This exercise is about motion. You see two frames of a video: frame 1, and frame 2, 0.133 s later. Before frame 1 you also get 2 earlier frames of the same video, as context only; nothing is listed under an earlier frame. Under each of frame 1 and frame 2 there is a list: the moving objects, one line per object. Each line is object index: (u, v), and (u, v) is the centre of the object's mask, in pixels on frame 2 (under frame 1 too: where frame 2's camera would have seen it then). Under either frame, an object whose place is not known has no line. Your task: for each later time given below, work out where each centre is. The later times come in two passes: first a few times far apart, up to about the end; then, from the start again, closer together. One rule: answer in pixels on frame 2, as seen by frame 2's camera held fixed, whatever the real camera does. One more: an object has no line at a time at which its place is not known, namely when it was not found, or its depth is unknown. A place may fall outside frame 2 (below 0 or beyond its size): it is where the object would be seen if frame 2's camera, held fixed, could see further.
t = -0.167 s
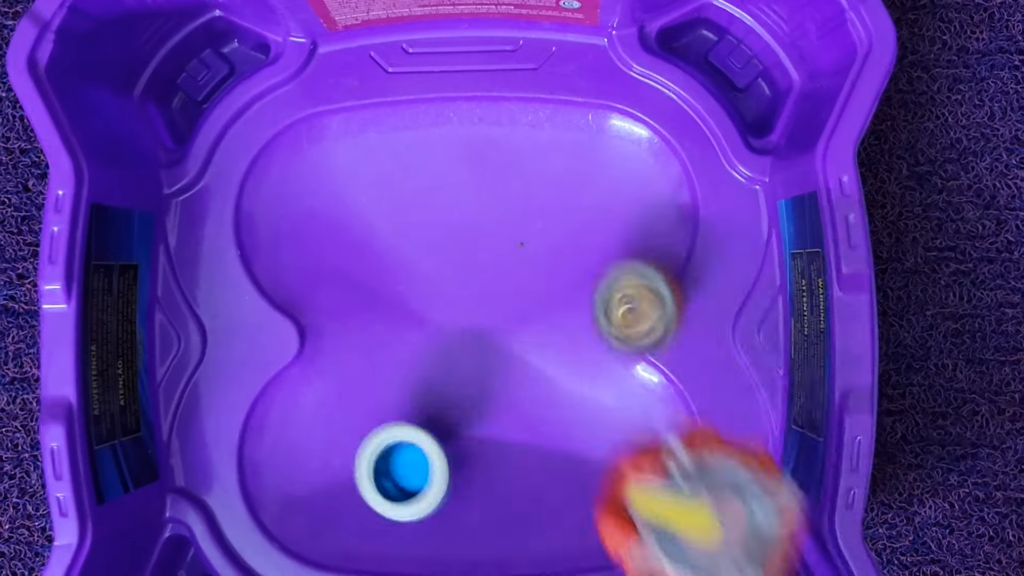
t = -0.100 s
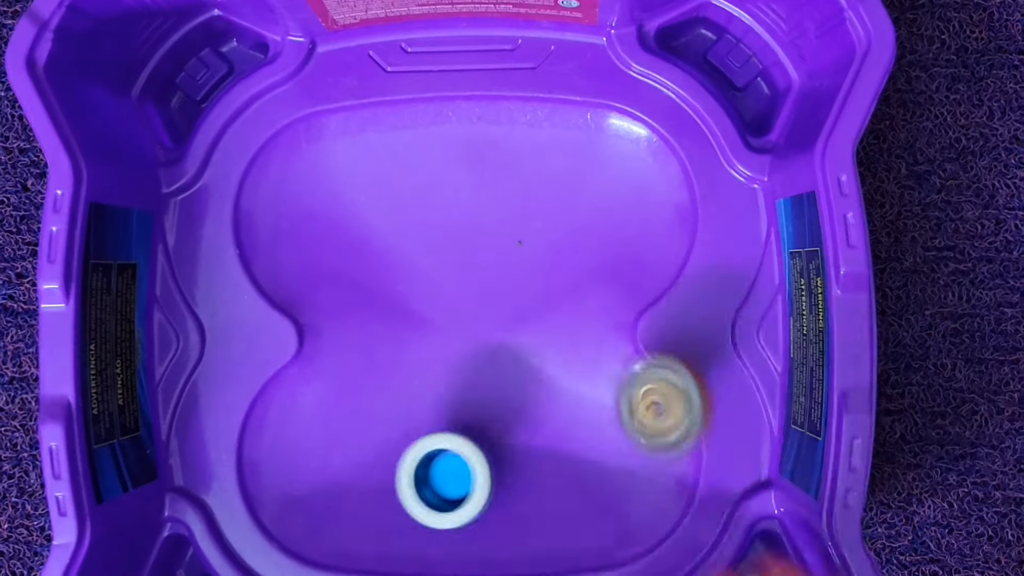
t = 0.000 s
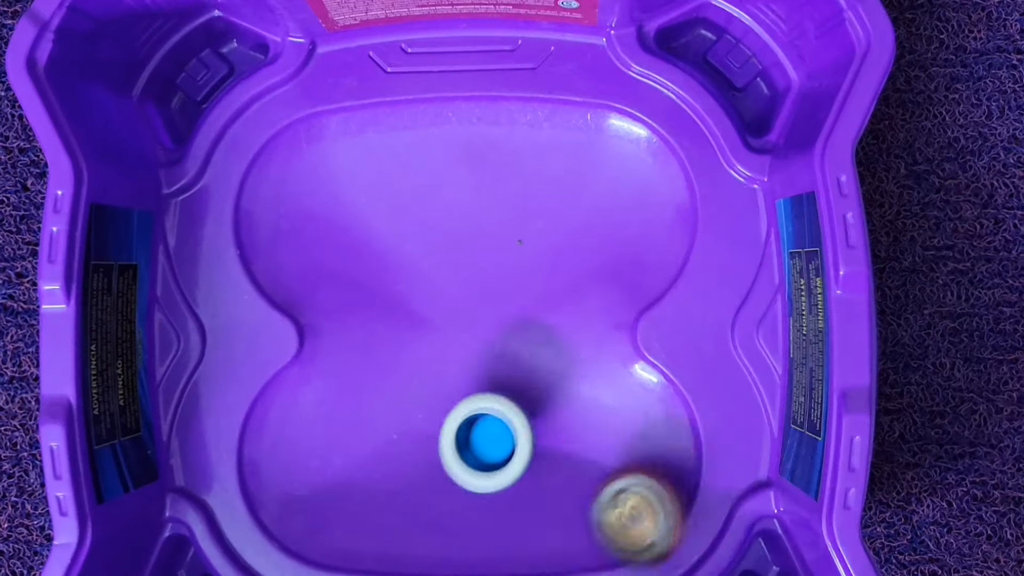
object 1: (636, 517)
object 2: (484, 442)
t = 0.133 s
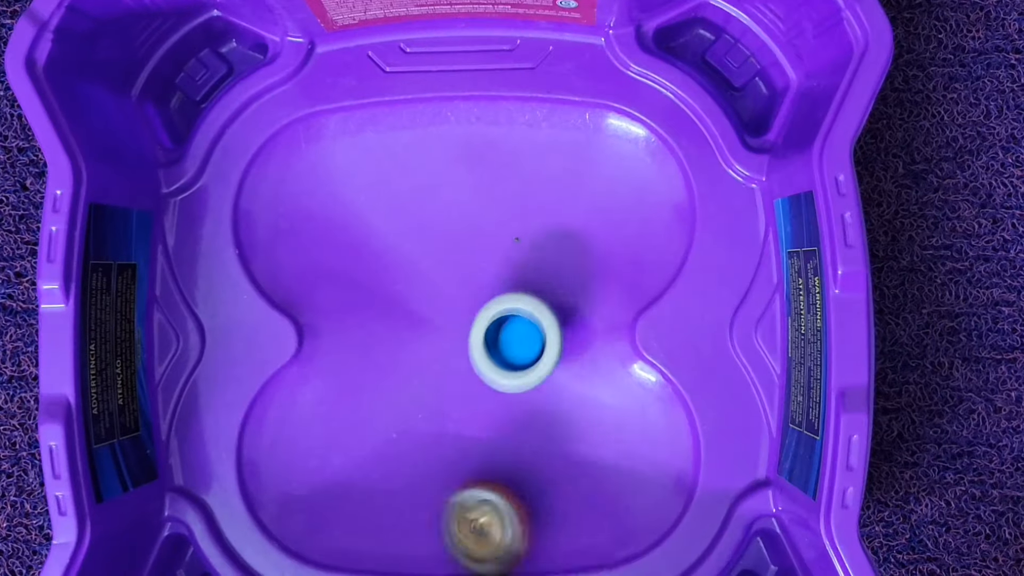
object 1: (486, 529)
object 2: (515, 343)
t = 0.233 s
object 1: (389, 487)
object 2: (522, 278)
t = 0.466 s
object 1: (309, 426)
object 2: (575, 173)
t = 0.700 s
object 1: (480, 512)
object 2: (628, 256)
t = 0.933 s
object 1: (662, 499)
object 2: (399, 298)
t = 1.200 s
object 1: (428, 321)
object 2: (298, 147)
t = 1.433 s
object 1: (343, 410)
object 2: (486, 192)
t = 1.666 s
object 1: (476, 550)
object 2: (556, 333)
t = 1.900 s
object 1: (631, 386)
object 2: (375, 427)
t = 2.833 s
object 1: (331, 255)
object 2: (377, 466)
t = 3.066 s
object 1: (493, 306)
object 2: (330, 415)
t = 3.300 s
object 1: (502, 188)
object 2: (513, 395)
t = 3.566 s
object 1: (384, 285)
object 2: (562, 483)
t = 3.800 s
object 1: (525, 397)
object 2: (441, 481)
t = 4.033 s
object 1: (520, 324)
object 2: (383, 392)
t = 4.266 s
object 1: (518, 296)
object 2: (433, 362)
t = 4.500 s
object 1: (556, 210)
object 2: (378, 415)
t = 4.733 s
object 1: (510, 271)
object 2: (428, 372)
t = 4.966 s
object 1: (617, 186)
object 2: (323, 490)
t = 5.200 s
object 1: (547, 226)
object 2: (342, 412)
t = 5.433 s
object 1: (546, 304)
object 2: (510, 402)
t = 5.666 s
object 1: (456, 331)
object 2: (550, 457)
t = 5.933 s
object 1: (364, 445)
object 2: (481, 464)
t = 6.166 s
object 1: (389, 473)
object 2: (503, 425)
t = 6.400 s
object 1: (387, 377)
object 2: (581, 408)
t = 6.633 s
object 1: (413, 377)
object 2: (576, 479)
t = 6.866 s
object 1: (498, 318)
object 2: (557, 396)
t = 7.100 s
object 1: (555, 236)
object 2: (540, 421)
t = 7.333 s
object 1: (539, 201)
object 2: (544, 400)
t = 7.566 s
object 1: (513, 268)
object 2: (498, 364)
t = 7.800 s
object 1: (525, 297)
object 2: (424, 345)
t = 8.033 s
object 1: (504, 312)
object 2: (390, 244)
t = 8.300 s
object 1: (451, 341)
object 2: (447, 235)
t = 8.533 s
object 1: (428, 400)
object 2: (464, 279)
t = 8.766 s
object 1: (435, 422)
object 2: (389, 323)
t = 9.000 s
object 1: (447, 394)
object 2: (384, 241)
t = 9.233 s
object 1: (430, 384)
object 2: (428, 245)
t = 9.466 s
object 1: (402, 397)
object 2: (501, 280)
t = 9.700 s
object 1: (397, 405)
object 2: (483, 363)
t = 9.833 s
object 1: (390, 407)
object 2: (507, 386)
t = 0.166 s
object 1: (451, 516)
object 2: (522, 321)
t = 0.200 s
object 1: (418, 502)
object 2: (524, 299)
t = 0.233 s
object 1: (389, 487)
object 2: (522, 278)
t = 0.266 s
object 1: (362, 472)
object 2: (522, 255)
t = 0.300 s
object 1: (337, 456)
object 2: (525, 233)
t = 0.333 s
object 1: (317, 442)
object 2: (529, 216)
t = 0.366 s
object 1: (301, 430)
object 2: (537, 201)
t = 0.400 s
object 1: (291, 423)
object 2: (547, 189)
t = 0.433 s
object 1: (297, 424)
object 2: (560, 179)
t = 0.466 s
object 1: (309, 426)
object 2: (575, 173)
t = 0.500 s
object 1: (327, 434)
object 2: (593, 172)
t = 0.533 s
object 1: (349, 445)
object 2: (611, 176)
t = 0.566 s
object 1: (374, 458)
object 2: (627, 185)
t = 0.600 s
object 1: (400, 472)
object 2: (638, 199)
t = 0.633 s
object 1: (426, 485)
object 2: (642, 217)
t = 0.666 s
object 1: (453, 499)
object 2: (639, 237)
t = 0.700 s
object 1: (480, 512)
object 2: (628, 256)
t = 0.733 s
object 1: (507, 524)
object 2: (608, 272)
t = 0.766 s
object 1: (535, 536)
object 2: (580, 284)
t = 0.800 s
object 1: (562, 542)
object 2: (546, 293)
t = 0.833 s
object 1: (592, 544)
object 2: (507, 300)
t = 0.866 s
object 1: (620, 540)
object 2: (469, 302)
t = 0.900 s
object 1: (645, 525)
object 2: (433, 302)
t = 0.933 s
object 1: (662, 499)
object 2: (399, 298)
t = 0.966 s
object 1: (672, 462)
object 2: (369, 291)
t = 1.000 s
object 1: (665, 420)
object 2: (344, 280)
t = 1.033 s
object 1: (639, 385)
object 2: (325, 265)
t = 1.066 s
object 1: (604, 360)
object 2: (310, 245)
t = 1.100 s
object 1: (562, 340)
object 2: (298, 222)
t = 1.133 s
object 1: (517, 329)
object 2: (292, 196)
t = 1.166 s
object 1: (471, 323)
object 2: (292, 170)
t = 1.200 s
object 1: (428, 321)
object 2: (298, 147)
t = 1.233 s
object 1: (388, 325)
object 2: (310, 131)
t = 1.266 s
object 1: (354, 330)
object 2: (330, 125)
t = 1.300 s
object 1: (328, 340)
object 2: (357, 128)
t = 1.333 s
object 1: (324, 355)
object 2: (389, 139)
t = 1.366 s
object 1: (326, 371)
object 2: (423, 155)
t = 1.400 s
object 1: (333, 387)
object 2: (455, 173)
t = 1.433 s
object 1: (343, 410)
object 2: (486, 192)
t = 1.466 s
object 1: (353, 436)
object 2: (515, 212)
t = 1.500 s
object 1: (362, 467)
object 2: (540, 233)
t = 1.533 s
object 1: (372, 498)
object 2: (559, 254)
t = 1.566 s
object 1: (388, 528)
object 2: (571, 276)
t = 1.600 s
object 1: (411, 547)
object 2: (575, 296)
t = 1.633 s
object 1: (442, 552)
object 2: (570, 314)
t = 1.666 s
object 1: (476, 550)
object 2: (556, 333)
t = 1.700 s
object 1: (511, 543)
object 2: (536, 353)
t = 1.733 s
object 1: (550, 530)
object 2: (512, 373)
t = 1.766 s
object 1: (588, 508)
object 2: (486, 391)
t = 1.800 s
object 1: (617, 479)
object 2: (459, 406)
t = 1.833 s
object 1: (636, 444)
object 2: (432, 417)
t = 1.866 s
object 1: (642, 410)
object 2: (403, 424)
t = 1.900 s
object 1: (631, 386)
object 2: (375, 427)
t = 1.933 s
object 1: (610, 368)
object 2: (348, 426)
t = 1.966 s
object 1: (581, 351)
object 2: (326, 422)
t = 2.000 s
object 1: (545, 332)
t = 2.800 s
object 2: (398, 463)
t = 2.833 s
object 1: (331, 255)
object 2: (377, 466)
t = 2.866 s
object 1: (339, 269)
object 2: (354, 467)
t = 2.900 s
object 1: (356, 281)
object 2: (332, 464)
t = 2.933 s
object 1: (384, 294)
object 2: (316, 458)
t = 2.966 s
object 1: (416, 305)
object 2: (307, 448)
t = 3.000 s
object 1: (446, 309)
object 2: (306, 437)
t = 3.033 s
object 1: (472, 310)
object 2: (313, 426)
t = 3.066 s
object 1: (493, 306)
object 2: (330, 415)
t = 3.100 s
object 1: (510, 296)
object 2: (355, 407)
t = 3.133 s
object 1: (524, 280)
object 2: (387, 400)
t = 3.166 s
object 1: (534, 258)
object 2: (416, 397)
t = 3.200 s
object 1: (536, 234)
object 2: (444, 395)
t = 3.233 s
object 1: (532, 213)
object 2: (470, 394)
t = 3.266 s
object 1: (519, 198)
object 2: (493, 393)
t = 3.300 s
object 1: (502, 188)
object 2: (513, 395)
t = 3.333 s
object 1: (479, 186)
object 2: (530, 399)
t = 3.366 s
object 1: (453, 191)
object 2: (545, 406)
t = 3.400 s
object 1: (430, 199)
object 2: (557, 415)
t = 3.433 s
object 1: (411, 214)
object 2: (565, 426)
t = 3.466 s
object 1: (397, 229)
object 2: (570, 439)
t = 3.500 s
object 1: (386, 246)
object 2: (571, 454)
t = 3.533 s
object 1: (382, 265)
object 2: (568, 469)
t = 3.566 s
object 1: (384, 285)
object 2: (562, 483)
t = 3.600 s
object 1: (394, 306)
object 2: (552, 493)
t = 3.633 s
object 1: (412, 327)
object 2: (539, 499)
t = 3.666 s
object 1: (433, 351)
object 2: (522, 501)
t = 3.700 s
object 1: (453, 372)
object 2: (503, 500)
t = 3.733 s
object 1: (475, 385)
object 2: (484, 496)
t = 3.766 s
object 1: (500, 393)
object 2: (463, 490)
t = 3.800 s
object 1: (525, 397)
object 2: (441, 481)
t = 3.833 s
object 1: (544, 394)
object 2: (420, 470)
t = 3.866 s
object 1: (556, 388)
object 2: (402, 460)
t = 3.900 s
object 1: (559, 380)
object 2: (386, 448)
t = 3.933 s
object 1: (555, 370)
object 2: (375, 435)
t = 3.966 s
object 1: (545, 355)
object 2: (372, 421)
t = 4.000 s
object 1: (533, 338)
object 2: (375, 408)
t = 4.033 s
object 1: (520, 324)
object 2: (383, 392)
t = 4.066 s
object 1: (511, 313)
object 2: (398, 375)
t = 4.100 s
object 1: (501, 308)
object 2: (417, 363)
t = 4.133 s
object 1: (505, 297)
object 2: (421, 357)
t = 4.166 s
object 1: (511, 290)
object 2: (421, 356)
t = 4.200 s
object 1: (514, 287)
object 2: (424, 355)
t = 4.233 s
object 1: (513, 292)
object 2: (430, 356)
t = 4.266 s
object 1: (518, 296)
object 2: (433, 362)
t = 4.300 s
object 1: (537, 287)
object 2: (422, 380)
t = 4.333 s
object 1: (552, 276)
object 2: (413, 396)
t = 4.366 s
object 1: (564, 257)
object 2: (406, 407)
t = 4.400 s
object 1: (573, 240)
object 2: (398, 416)
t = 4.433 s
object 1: (574, 224)
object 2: (390, 419)
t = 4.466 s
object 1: (568, 214)
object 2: (383, 419)
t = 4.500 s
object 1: (556, 210)
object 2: (378, 415)
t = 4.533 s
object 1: (542, 214)
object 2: (377, 408)
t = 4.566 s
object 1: (525, 223)
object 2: (383, 399)
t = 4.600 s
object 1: (514, 232)
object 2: (391, 388)
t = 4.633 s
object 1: (505, 246)
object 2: (405, 374)
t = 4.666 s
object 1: (499, 258)
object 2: (418, 364)
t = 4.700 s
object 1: (495, 273)
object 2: (432, 356)
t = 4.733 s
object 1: (510, 271)
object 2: (428, 372)
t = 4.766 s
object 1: (536, 258)
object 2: (412, 402)
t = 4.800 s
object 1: (558, 248)
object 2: (400, 427)
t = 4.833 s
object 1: (575, 239)
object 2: (385, 452)
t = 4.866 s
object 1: (590, 229)
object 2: (369, 469)
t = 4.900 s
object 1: (603, 216)
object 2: (352, 484)
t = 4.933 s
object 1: (613, 202)
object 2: (336, 489)
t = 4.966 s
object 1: (617, 186)
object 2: (323, 490)
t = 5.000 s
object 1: (613, 173)
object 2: (312, 486)
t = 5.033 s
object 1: (602, 166)
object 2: (307, 478)
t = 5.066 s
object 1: (587, 167)
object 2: (302, 466)
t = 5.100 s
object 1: (574, 176)
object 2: (302, 451)
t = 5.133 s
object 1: (562, 190)
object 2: (307, 436)
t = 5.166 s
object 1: (554, 207)
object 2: (321, 422)
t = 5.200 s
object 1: (547, 226)
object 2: (342, 412)
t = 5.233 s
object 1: (541, 249)
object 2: (370, 403)
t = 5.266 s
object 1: (541, 268)
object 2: (401, 398)
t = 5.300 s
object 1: (543, 285)
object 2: (429, 395)
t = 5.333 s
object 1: (548, 296)
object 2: (454, 394)
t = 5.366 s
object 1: (550, 302)
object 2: (474, 394)
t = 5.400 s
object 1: (549, 304)
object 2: (495, 397)
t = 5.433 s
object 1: (546, 304)
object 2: (510, 402)
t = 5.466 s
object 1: (539, 300)
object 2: (525, 410)
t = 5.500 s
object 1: (531, 298)
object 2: (536, 419)
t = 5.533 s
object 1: (518, 300)
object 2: (545, 429)
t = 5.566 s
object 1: (504, 303)
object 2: (549, 438)
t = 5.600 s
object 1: (488, 311)
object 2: (552, 445)
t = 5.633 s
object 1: (470, 321)
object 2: (552, 452)
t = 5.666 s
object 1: (456, 331)
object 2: (550, 457)
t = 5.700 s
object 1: (440, 342)
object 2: (544, 459)
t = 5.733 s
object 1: (427, 355)
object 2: (537, 461)
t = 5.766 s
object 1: (412, 368)
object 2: (528, 461)
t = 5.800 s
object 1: (400, 381)
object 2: (519, 460)
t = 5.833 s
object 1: (388, 395)
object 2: (509, 461)
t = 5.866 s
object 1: (379, 411)
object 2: (499, 461)
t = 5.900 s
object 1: (369, 428)
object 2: (489, 463)
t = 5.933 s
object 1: (364, 445)
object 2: (481, 464)
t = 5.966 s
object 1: (361, 461)
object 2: (471, 465)
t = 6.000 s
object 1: (366, 474)
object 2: (462, 464)
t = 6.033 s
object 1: (367, 484)
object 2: (461, 460)
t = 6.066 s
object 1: (367, 488)
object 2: (468, 453)
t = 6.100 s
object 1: (374, 486)
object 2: (476, 444)
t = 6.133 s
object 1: (381, 481)
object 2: (489, 436)
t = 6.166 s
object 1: (389, 473)
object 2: (503, 425)
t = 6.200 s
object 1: (394, 461)
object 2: (518, 416)
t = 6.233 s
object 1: (397, 447)
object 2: (533, 406)
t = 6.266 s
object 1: (401, 432)
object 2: (547, 399)
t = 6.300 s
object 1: (401, 415)
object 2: (558, 395)
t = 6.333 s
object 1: (398, 398)
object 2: (567, 395)
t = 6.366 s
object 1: (392, 384)
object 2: (575, 399)
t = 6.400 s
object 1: (387, 377)
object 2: (581, 408)
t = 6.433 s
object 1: (382, 374)
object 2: (586, 420)
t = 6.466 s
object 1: (382, 375)
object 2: (589, 434)
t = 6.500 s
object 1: (384, 374)
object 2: (588, 450)
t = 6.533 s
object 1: (387, 374)
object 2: (587, 464)
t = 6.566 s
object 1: (393, 376)
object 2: (584, 476)
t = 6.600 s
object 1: (402, 378)
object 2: (581, 482)
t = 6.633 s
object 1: (413, 377)
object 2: (576, 479)
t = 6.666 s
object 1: (428, 374)
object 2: (568, 470)
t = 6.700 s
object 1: (442, 368)
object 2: (559, 452)
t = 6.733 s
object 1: (456, 362)
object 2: (552, 432)
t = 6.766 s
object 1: (471, 355)
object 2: (547, 413)
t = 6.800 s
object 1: (478, 341)
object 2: (550, 403)
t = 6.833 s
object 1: (488, 329)
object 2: (555, 397)
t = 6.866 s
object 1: (498, 318)
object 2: (557, 396)
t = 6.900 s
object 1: (507, 308)
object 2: (556, 399)
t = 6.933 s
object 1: (517, 296)
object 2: (553, 405)
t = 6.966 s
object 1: (525, 286)
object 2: (549, 414)
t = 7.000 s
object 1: (534, 274)
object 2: (545, 422)
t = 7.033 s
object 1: (543, 262)
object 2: (543, 426)
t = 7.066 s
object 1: (549, 248)
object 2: (541, 426)
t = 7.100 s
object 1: (555, 236)
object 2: (540, 421)
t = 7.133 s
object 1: (558, 225)
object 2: (539, 412)
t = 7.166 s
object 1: (559, 214)
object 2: (540, 402)
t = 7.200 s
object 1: (555, 206)
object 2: (542, 393)
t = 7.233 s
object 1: (551, 202)
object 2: (543, 390)
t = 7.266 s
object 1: (547, 199)
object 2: (544, 390)
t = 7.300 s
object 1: (543, 200)
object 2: (544, 394)
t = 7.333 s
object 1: (539, 201)
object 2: (544, 400)
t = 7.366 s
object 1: (533, 206)
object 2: (543, 404)
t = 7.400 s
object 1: (531, 211)
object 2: (541, 405)
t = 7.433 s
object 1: (523, 221)
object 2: (536, 402)
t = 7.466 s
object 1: (518, 231)
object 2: (531, 395)
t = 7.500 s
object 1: (516, 244)
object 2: (521, 385)
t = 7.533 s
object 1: (514, 256)
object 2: (510, 374)
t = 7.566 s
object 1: (513, 268)
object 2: (498, 364)
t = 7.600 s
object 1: (516, 272)
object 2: (483, 367)
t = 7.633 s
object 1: (519, 280)
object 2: (471, 370)
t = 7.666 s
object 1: (522, 284)
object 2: (461, 369)
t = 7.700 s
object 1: (525, 289)
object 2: (450, 366)
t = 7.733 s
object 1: (526, 292)
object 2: (440, 361)
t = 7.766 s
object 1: (526, 294)
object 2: (432, 354)
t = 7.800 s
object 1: (525, 297)
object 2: (424, 345)
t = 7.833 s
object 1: (522, 301)
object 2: (421, 335)
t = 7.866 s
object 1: (519, 302)
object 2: (420, 322)
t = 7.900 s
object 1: (515, 306)
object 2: (416, 306)
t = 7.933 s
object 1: (516, 308)
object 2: (408, 291)
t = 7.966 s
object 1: (511, 308)
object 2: (402, 275)
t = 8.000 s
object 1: (511, 311)
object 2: (395, 259)
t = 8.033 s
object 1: (504, 312)
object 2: (390, 244)
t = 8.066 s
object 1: (499, 312)
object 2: (389, 234)
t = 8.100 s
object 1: (496, 314)
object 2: (393, 229)
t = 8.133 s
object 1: (487, 313)
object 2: (399, 227)
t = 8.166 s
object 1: (481, 317)
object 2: (409, 227)
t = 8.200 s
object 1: (473, 319)
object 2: (421, 229)
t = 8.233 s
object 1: (465, 323)
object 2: (431, 234)
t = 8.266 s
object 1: (458, 331)
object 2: (439, 235)
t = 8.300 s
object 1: (451, 341)
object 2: (447, 235)
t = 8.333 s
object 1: (445, 352)
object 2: (455, 238)
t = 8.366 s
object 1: (441, 357)
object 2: (462, 240)
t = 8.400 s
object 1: (438, 367)
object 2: (467, 245)
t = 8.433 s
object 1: (434, 378)
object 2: (470, 252)
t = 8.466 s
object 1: (431, 385)
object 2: (470, 260)
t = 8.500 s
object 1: (431, 393)
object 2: (468, 269)
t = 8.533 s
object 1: (428, 400)
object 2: (464, 279)
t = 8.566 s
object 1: (430, 407)
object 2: (457, 289)
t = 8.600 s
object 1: (430, 412)
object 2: (449, 299)
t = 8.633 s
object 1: (431, 415)
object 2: (437, 311)
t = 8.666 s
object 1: (432, 419)
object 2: (423, 319)
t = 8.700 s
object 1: (433, 420)
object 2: (410, 324)
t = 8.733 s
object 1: (435, 421)
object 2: (398, 325)
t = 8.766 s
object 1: (435, 422)
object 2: (389, 323)
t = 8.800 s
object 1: (439, 420)
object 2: (385, 316)
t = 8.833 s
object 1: (440, 419)
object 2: (385, 306)
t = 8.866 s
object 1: (443, 414)
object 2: (386, 290)
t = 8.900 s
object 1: (444, 412)
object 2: (387, 273)
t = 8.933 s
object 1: (445, 407)
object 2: (386, 259)
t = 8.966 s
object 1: (446, 400)
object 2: (384, 248)
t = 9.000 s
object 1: (447, 394)
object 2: (384, 241)
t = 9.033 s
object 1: (448, 382)
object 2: (386, 241)
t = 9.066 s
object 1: (447, 376)
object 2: (391, 245)
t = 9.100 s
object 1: (445, 366)
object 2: (400, 253)
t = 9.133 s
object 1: (441, 357)
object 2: (411, 265)
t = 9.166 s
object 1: (438, 367)
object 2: (417, 258)
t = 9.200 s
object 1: (434, 379)
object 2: (422, 251)
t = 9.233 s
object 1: (430, 384)
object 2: (428, 245)
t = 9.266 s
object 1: (426, 386)
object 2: (436, 244)
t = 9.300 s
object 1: (424, 385)
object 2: (446, 245)
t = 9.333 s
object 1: (423, 389)
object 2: (458, 247)
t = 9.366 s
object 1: (420, 396)
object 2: (470, 253)
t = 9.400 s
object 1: (412, 400)
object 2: (482, 260)
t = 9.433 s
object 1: (406, 401)
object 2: (493, 270)
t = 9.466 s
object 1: (402, 397)
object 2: (501, 280)
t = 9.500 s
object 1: (404, 394)
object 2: (505, 291)
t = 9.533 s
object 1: (404, 396)
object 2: (504, 302)
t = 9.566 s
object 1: (404, 398)
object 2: (498, 316)
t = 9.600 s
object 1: (407, 399)
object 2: (488, 331)
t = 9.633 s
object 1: (406, 402)
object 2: (476, 346)
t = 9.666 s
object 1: (402, 405)
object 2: (474, 356)
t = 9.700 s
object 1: (397, 405)
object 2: (483, 363)
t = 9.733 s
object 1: (392, 407)
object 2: (491, 367)
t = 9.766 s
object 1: (390, 408)
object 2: (497, 371)
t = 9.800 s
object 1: (389, 409)
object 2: (503, 378)
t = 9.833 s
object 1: (390, 407)
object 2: (507, 386)
